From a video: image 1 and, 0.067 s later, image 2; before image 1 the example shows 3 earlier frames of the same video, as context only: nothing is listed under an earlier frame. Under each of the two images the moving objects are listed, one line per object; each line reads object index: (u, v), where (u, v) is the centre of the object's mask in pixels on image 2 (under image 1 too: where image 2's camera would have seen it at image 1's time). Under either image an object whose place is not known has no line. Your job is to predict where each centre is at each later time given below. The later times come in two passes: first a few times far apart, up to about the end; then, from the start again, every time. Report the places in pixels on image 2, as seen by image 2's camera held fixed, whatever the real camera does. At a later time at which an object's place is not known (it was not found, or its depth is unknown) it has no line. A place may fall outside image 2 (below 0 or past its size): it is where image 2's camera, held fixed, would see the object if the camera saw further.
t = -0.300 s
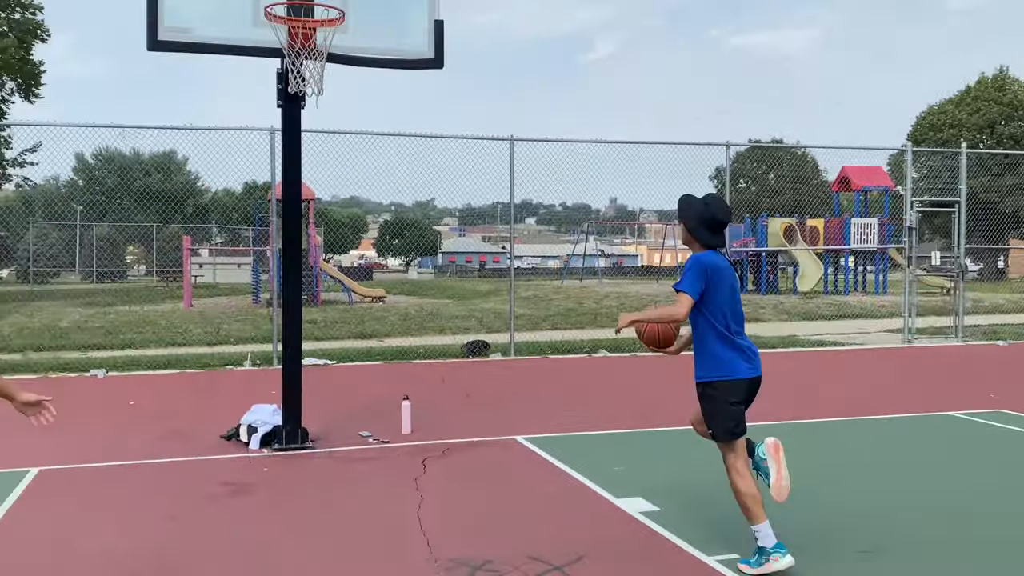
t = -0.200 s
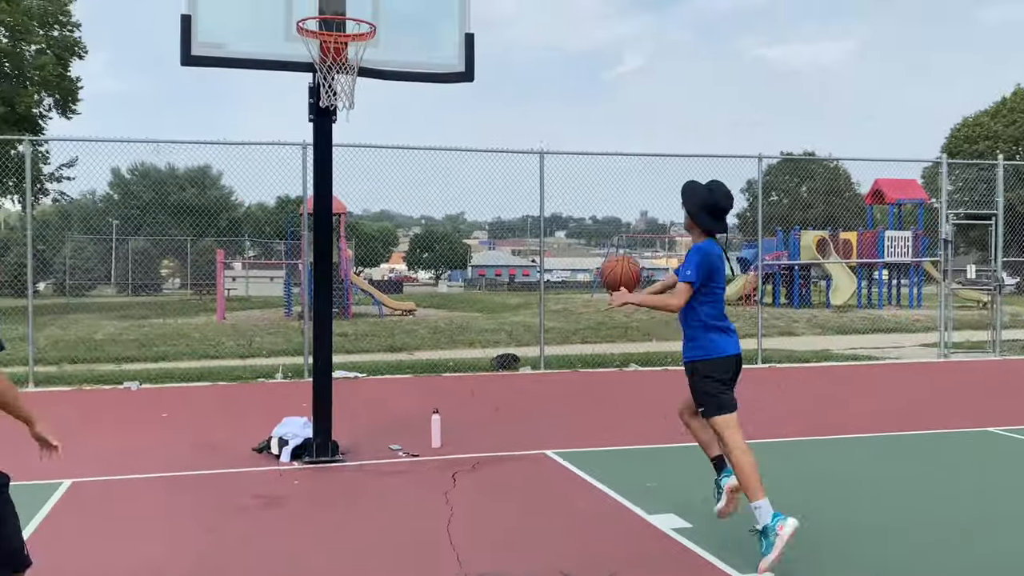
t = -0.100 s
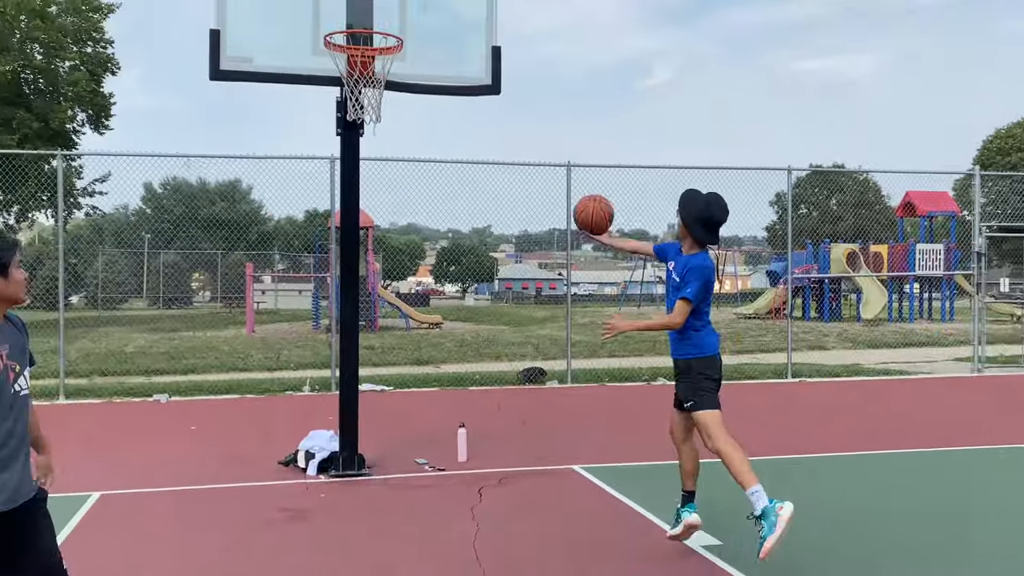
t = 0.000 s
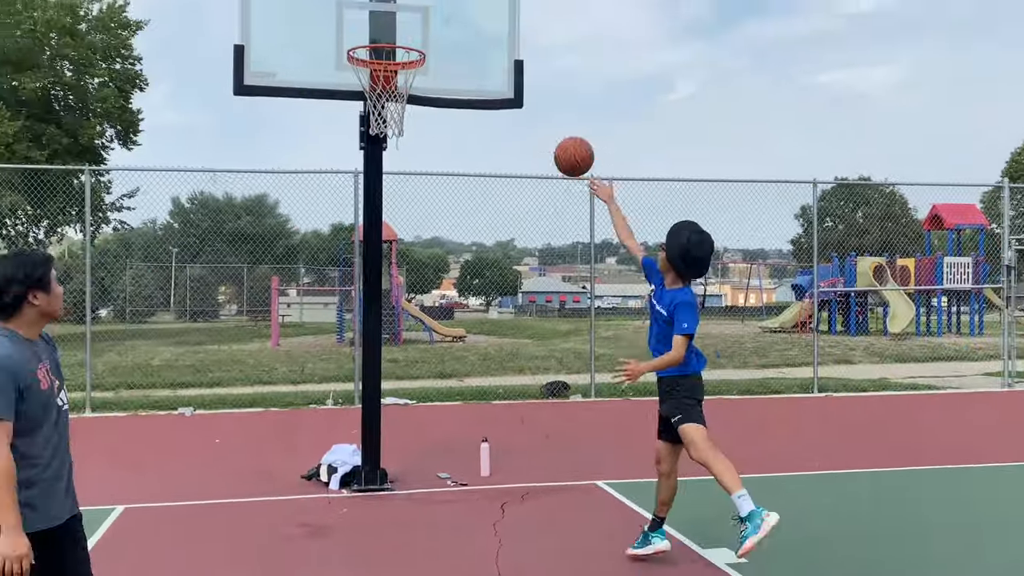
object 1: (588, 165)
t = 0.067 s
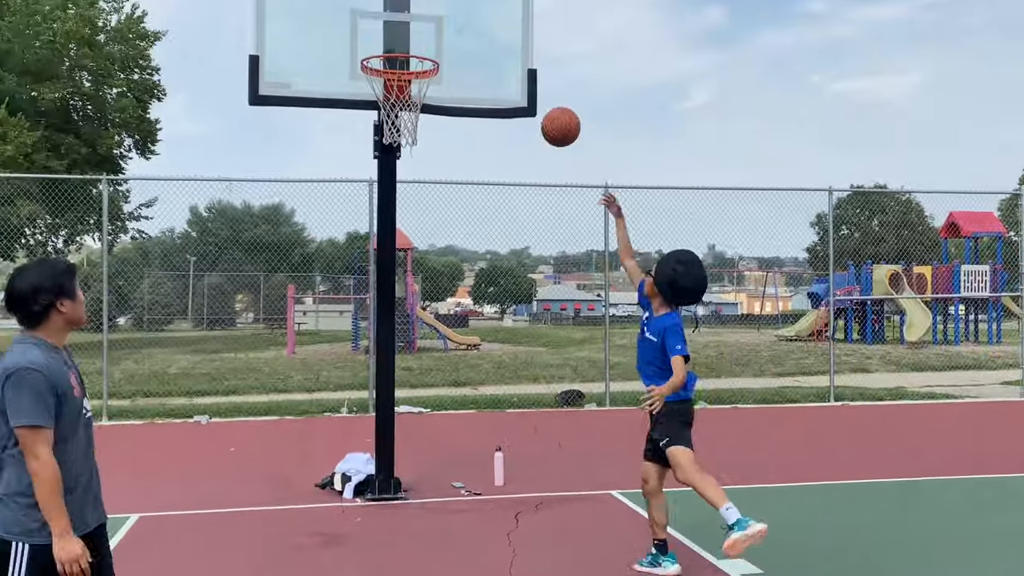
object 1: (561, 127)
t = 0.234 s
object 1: (496, 67)
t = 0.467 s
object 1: (432, 41)
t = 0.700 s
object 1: (387, 73)
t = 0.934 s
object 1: (370, 111)
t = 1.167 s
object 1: (392, 175)
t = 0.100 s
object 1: (547, 111)
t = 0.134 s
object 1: (534, 97)
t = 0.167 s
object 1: (522, 86)
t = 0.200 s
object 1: (509, 76)
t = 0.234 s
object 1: (496, 67)
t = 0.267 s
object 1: (484, 61)
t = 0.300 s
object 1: (472, 57)
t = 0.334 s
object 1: (461, 54)
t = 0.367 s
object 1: (450, 53)
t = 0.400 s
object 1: (444, 47)
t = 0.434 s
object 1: (438, 44)
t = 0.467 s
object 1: (432, 41)
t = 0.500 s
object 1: (426, 41)
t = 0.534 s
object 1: (420, 43)
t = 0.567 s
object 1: (414, 46)
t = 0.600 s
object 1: (408, 50)
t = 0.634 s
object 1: (401, 56)
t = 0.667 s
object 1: (394, 63)
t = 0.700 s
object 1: (387, 73)
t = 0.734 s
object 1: (381, 82)
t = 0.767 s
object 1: (376, 91)
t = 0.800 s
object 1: (370, 99)
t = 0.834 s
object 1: (368, 102)
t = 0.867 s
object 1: (366, 103)
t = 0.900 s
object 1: (368, 107)
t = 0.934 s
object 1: (370, 111)
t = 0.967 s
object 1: (374, 115)
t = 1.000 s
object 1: (376, 121)
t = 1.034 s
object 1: (379, 128)
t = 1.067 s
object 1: (382, 137)
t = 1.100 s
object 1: (386, 148)
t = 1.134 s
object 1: (389, 161)
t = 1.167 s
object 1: (392, 175)
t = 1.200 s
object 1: (395, 191)
